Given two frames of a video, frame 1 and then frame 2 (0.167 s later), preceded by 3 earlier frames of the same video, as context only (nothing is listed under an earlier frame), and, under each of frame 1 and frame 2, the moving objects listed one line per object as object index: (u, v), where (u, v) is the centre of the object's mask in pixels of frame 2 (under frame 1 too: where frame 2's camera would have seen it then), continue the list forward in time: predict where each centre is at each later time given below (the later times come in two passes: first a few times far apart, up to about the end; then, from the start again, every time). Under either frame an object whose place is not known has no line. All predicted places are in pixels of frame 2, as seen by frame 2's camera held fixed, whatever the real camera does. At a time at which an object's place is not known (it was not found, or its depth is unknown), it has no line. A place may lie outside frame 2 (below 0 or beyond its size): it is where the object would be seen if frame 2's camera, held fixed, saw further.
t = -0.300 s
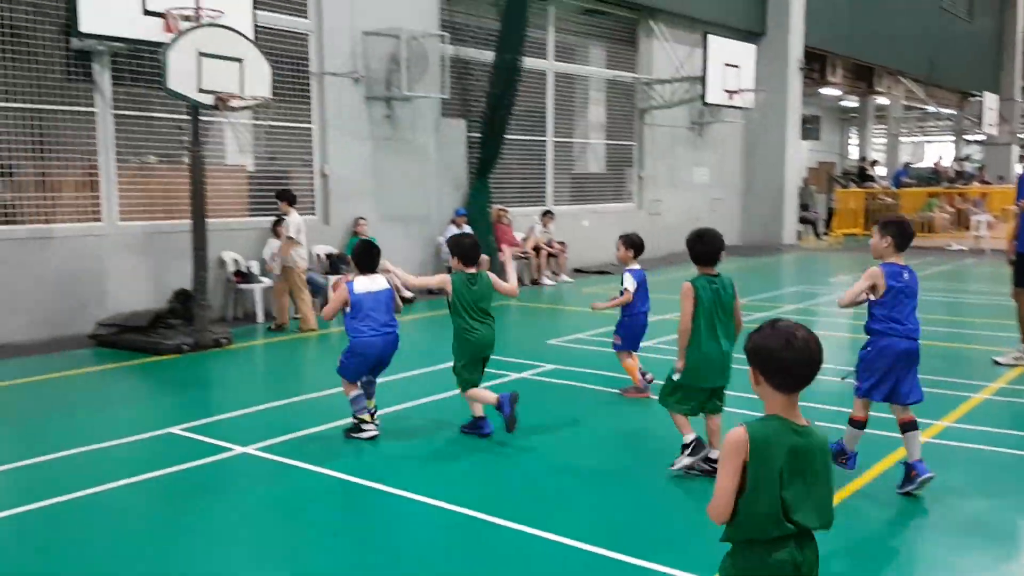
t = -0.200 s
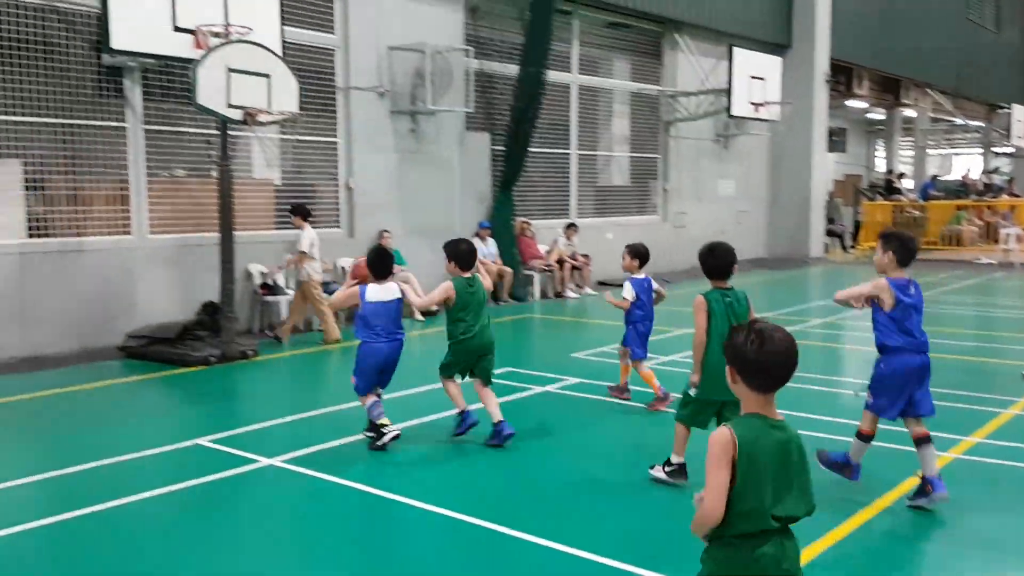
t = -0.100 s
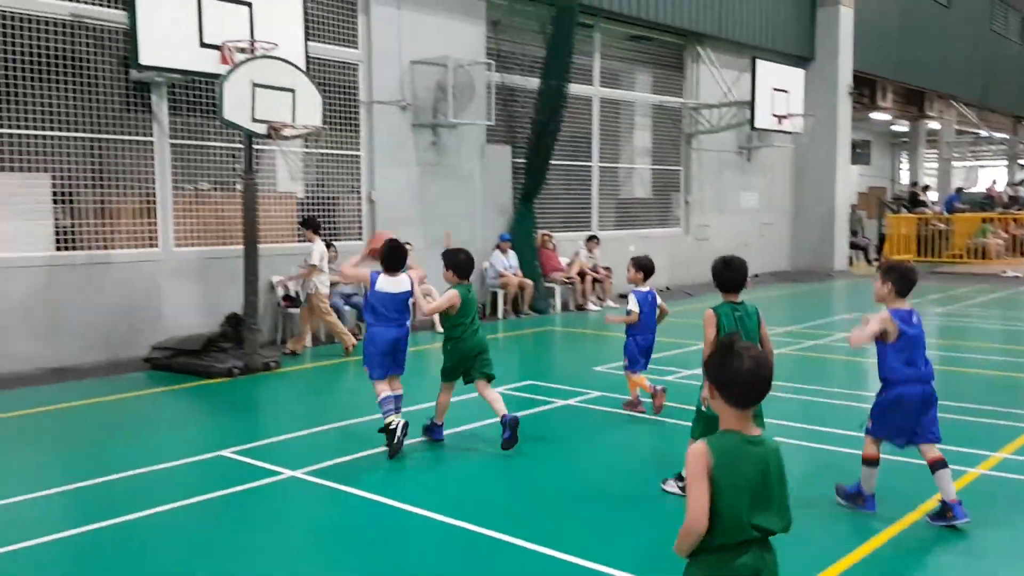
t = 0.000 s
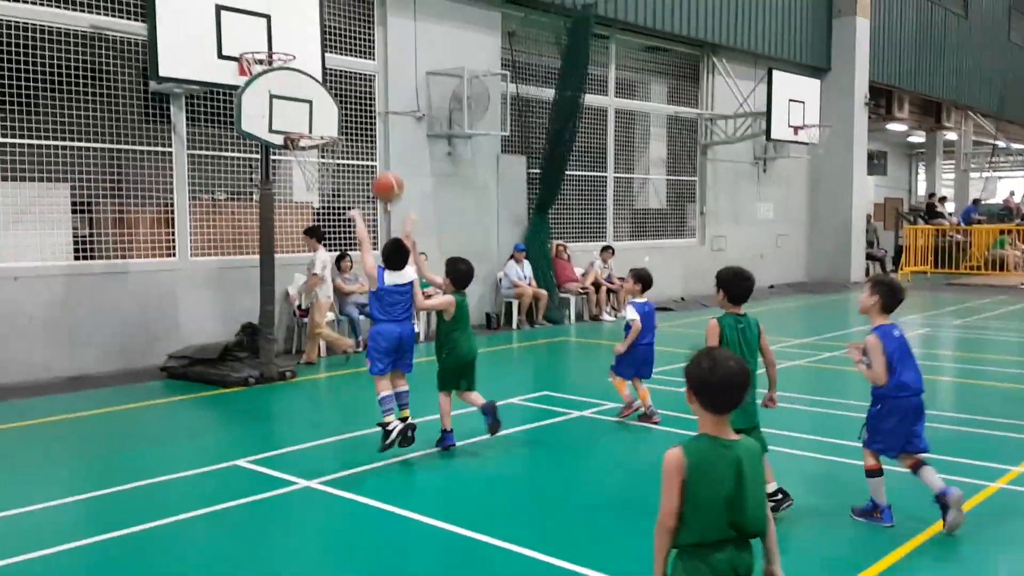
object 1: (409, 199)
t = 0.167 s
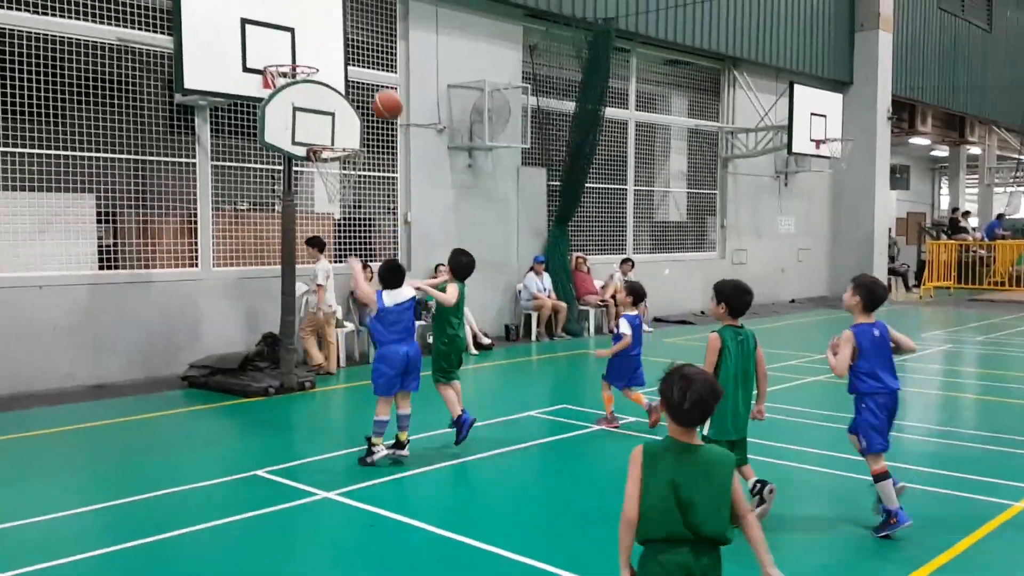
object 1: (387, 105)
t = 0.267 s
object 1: (377, 72)
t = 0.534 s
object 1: (353, 53)
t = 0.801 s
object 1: (334, 118)
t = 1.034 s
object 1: (355, 136)
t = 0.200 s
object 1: (384, 94)
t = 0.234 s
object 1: (381, 81)
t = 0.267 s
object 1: (377, 72)
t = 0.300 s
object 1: (374, 64)
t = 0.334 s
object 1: (370, 58)
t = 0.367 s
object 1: (367, 54)
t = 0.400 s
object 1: (364, 50)
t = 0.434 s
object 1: (361, 49)
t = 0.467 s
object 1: (358, 49)
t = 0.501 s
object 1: (356, 51)
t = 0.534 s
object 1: (353, 53)
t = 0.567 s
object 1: (350, 57)
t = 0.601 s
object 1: (348, 62)
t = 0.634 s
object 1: (345, 69)
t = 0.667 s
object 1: (342, 76)
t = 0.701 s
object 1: (340, 85)
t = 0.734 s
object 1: (338, 95)
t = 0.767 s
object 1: (336, 106)
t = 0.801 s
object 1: (334, 118)
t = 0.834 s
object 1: (332, 131)
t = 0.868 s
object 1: (331, 138)
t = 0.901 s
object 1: (335, 137)
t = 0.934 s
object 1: (340, 135)
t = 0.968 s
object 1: (344, 135)
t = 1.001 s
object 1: (350, 135)
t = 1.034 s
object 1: (355, 136)
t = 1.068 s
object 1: (360, 138)
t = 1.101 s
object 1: (364, 141)
